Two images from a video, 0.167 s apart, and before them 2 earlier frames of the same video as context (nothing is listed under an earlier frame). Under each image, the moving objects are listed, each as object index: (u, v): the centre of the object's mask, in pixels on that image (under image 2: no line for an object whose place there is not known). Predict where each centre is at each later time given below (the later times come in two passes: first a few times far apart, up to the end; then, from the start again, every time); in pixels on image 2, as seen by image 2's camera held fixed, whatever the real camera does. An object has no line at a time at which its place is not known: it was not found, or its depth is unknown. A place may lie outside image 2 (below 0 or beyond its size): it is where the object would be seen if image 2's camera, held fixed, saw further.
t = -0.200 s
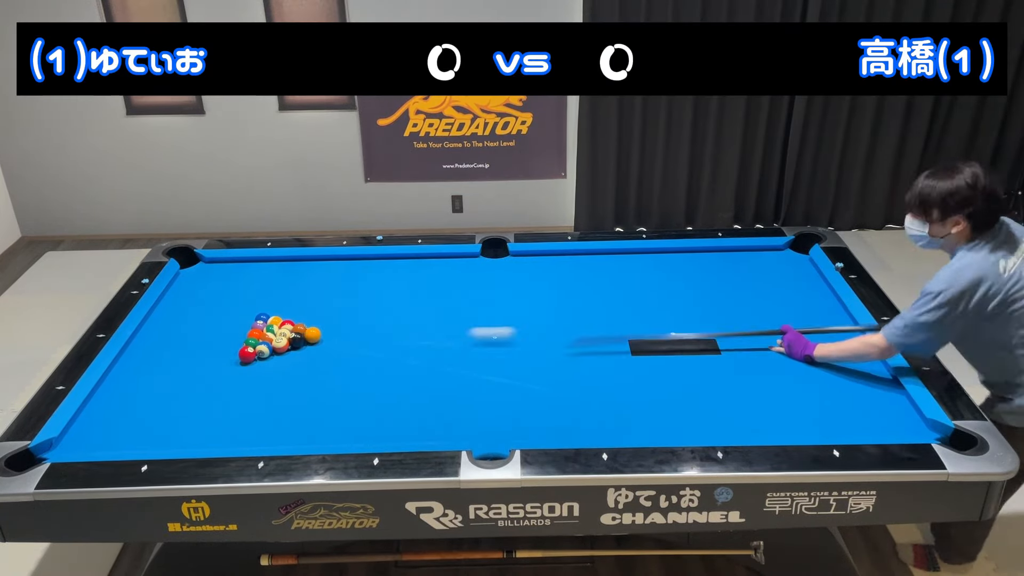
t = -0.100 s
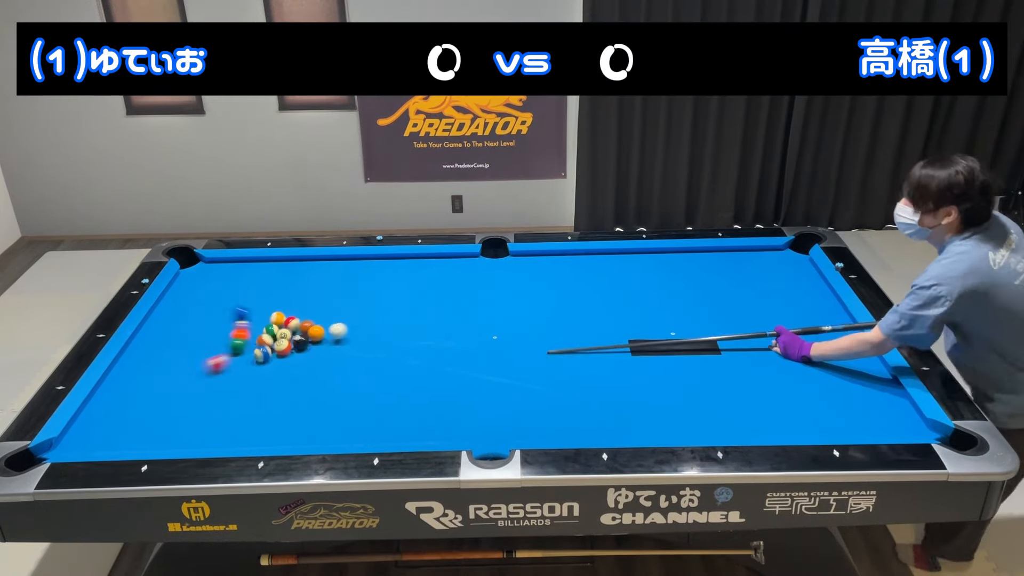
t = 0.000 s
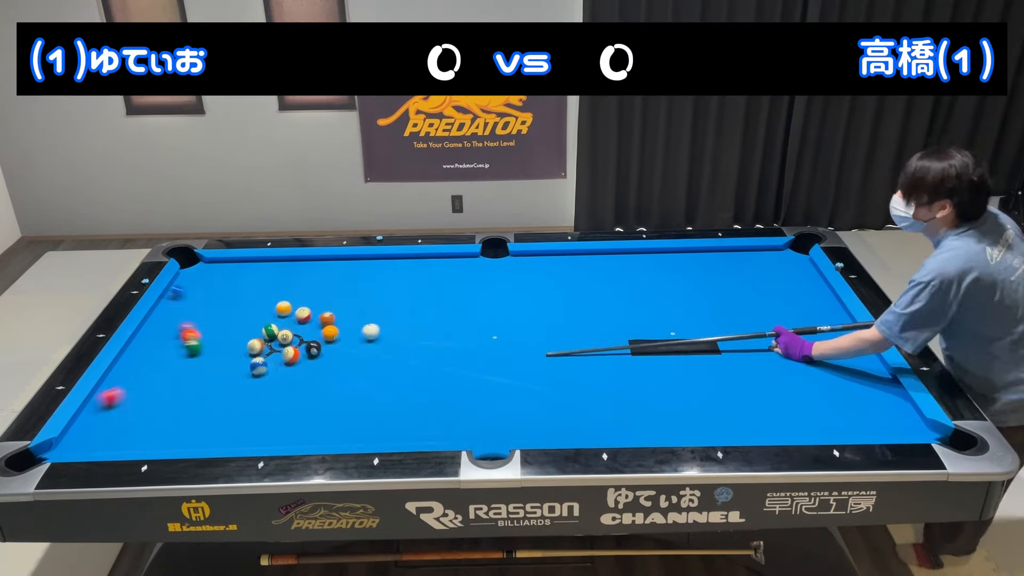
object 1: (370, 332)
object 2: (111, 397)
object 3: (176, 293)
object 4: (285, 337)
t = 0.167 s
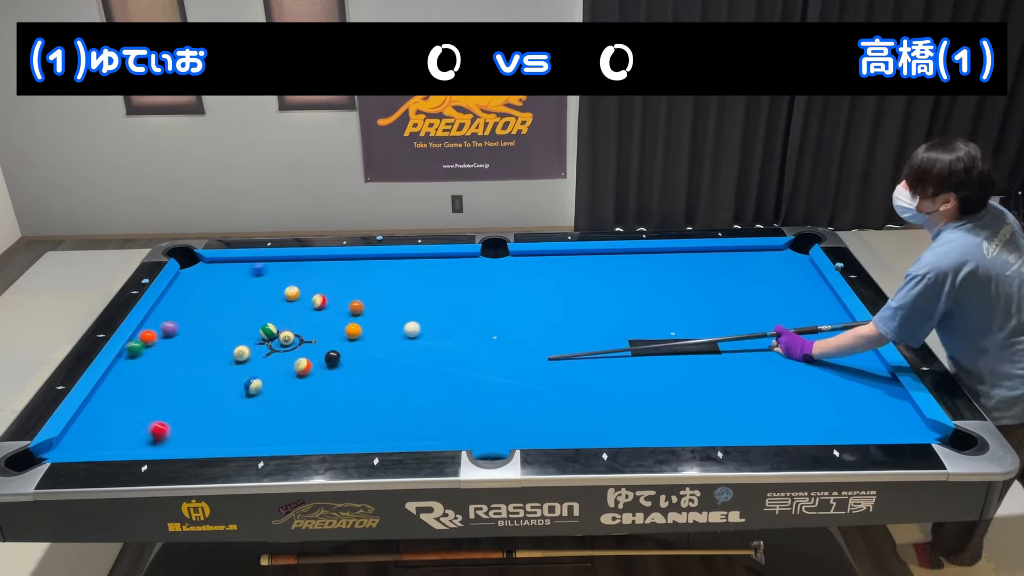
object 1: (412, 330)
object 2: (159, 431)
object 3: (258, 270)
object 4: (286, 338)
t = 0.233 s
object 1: (422, 329)
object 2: (189, 441)
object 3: (290, 261)
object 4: (287, 338)
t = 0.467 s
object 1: (455, 325)
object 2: (308, 416)
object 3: (372, 272)
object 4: (287, 338)
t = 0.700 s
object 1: (486, 321)
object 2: (414, 399)
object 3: (428, 274)
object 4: (298, 338)
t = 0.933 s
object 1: (516, 318)
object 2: (512, 400)
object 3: (469, 270)
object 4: (312, 339)
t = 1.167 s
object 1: (545, 315)
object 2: (609, 401)
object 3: (509, 266)
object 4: (325, 341)
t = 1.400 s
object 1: (572, 312)
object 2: (708, 403)
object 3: (547, 262)
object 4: (336, 342)
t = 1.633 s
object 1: (597, 309)
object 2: (807, 405)
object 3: (583, 259)
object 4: (349, 344)
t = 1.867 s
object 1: (621, 306)
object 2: (906, 406)
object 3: (619, 256)
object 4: (354, 348)
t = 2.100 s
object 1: (644, 304)
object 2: (837, 396)
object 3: (653, 253)
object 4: (360, 348)
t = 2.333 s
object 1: (666, 302)
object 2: (773, 386)
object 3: (691, 253)
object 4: (366, 346)
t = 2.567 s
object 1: (687, 299)
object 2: (714, 376)
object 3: (728, 253)
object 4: (372, 345)
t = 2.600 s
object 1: (690, 299)
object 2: (706, 374)
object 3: (733, 253)
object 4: (373, 345)
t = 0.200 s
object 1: (417, 329)
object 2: (174, 437)
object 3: (275, 267)
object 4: (286, 338)
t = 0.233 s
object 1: (422, 329)
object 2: (189, 441)
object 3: (290, 261)
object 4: (287, 338)
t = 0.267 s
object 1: (427, 328)
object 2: (206, 441)
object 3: (303, 262)
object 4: (287, 338)
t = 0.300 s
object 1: (431, 328)
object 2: (224, 437)
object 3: (315, 263)
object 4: (287, 338)
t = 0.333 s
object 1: (436, 327)
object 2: (242, 433)
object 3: (326, 265)
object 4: (287, 338)
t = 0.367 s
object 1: (441, 327)
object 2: (259, 428)
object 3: (337, 267)
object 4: (287, 338)
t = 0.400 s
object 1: (446, 326)
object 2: (275, 424)
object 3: (349, 269)
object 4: (287, 338)
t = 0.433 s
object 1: (450, 325)
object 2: (292, 420)
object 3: (360, 271)
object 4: (287, 338)
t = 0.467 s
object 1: (455, 325)
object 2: (308, 416)
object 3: (372, 272)
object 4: (287, 338)
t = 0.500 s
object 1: (459, 325)
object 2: (324, 412)
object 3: (384, 275)
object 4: (287, 338)
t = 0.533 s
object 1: (464, 324)
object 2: (340, 408)
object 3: (396, 276)
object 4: (288, 338)
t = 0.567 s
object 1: (468, 323)
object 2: (355, 404)
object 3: (406, 278)
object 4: (290, 338)
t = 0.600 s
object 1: (473, 323)
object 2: (371, 400)
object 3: (412, 277)
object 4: (292, 338)
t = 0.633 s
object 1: (477, 322)
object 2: (386, 396)
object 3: (417, 276)
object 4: (294, 338)
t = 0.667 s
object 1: (482, 322)
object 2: (399, 398)
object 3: (422, 274)
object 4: (296, 338)
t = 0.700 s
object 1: (486, 321)
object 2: (414, 399)
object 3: (428, 274)
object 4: (298, 338)
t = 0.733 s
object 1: (491, 321)
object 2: (428, 399)
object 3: (433, 273)
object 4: (300, 338)
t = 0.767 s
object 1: (495, 320)
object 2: (442, 399)
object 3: (439, 273)
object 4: (302, 338)
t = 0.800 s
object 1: (499, 320)
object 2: (455, 399)
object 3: (445, 272)
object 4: (304, 339)
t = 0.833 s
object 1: (503, 319)
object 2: (470, 399)
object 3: (451, 272)
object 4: (306, 339)
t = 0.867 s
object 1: (508, 319)
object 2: (484, 400)
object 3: (457, 271)
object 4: (308, 339)
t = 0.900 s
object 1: (512, 318)
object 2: (498, 400)
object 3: (463, 270)
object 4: (310, 339)
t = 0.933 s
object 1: (516, 318)
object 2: (512, 400)
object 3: (469, 270)
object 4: (312, 339)
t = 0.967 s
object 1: (520, 317)
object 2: (525, 400)
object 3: (474, 269)
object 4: (314, 340)
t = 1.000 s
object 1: (524, 317)
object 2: (540, 400)
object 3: (480, 269)
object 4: (316, 340)
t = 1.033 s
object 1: (528, 316)
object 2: (554, 400)
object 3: (486, 268)
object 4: (318, 340)
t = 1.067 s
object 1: (532, 316)
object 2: (568, 401)
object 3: (491, 268)
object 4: (319, 340)
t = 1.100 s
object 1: (537, 316)
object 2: (582, 401)
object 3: (497, 267)
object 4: (321, 340)
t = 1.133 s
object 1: (540, 315)
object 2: (596, 401)
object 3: (503, 267)
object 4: (323, 341)
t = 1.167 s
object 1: (545, 315)
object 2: (609, 401)
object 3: (509, 266)
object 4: (325, 341)
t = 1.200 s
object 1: (548, 314)
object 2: (624, 402)
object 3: (514, 266)
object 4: (326, 341)
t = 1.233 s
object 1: (552, 314)
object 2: (638, 401)
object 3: (519, 265)
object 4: (328, 341)
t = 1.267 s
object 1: (556, 313)
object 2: (651, 402)
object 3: (525, 264)
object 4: (329, 341)
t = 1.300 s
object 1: (560, 313)
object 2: (666, 402)
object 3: (530, 264)
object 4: (331, 341)
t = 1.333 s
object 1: (564, 312)
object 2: (680, 402)
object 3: (536, 263)
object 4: (333, 342)
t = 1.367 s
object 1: (568, 312)
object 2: (694, 403)
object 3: (541, 263)
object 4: (335, 342)
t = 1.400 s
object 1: (572, 312)
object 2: (708, 403)
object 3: (547, 262)
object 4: (336, 342)
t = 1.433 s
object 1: (575, 311)
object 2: (722, 403)
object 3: (552, 261)
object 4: (338, 342)
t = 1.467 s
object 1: (579, 311)
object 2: (736, 403)
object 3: (557, 261)
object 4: (340, 342)
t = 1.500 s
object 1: (583, 311)
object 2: (751, 404)
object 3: (563, 261)
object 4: (342, 343)
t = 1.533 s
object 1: (586, 310)
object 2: (764, 404)
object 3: (568, 260)
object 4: (344, 343)
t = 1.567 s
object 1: (590, 310)
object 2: (779, 404)
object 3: (573, 260)
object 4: (346, 343)
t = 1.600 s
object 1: (593, 309)
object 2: (793, 405)
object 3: (578, 259)
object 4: (348, 343)
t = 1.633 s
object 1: (597, 309)
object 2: (807, 405)
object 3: (583, 259)
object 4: (349, 344)
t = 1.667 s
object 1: (601, 309)
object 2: (821, 405)
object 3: (588, 258)
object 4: (350, 344)
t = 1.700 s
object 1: (604, 308)
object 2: (836, 405)
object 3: (594, 258)
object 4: (351, 344)
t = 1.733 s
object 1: (608, 308)
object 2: (849, 405)
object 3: (599, 257)
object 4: (352, 345)
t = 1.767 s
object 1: (611, 308)
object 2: (863, 405)
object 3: (603, 257)
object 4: (352, 347)
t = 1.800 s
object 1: (615, 307)
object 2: (878, 406)
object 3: (608, 256)
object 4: (352, 347)
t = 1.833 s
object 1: (618, 307)
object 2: (892, 407)
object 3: (614, 256)
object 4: (353, 348)
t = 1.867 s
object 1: (621, 306)
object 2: (906, 406)
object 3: (619, 256)
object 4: (354, 348)
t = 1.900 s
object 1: (625, 306)
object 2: (899, 405)
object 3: (623, 255)
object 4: (355, 348)
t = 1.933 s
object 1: (628, 306)
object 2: (887, 403)
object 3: (629, 254)
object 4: (356, 348)
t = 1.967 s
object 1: (631, 305)
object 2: (876, 402)
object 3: (633, 254)
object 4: (357, 348)
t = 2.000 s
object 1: (635, 305)
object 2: (865, 400)
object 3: (638, 254)
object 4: (358, 348)
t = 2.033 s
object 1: (638, 305)
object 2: (856, 399)
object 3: (643, 253)
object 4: (358, 348)
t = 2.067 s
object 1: (641, 304)
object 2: (846, 397)
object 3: (648, 253)
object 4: (359, 348)
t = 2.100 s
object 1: (644, 304)
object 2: (837, 396)
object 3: (653, 253)
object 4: (360, 348)
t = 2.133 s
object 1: (648, 304)
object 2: (827, 395)
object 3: (659, 253)
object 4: (360, 348)
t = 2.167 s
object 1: (651, 304)
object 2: (818, 393)
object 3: (665, 253)
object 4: (361, 347)
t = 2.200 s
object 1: (654, 303)
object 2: (809, 391)
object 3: (670, 253)
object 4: (362, 347)
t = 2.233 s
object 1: (657, 303)
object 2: (800, 389)
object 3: (675, 253)
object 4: (363, 347)
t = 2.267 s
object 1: (660, 303)
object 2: (791, 388)
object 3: (680, 253)
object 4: (364, 346)
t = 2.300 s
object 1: (663, 302)
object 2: (782, 387)
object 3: (686, 253)
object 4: (365, 346)
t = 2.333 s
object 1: (666, 302)
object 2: (773, 386)
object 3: (691, 253)
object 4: (366, 346)
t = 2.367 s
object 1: (669, 302)
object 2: (764, 384)
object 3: (696, 253)
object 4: (367, 346)
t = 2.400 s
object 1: (672, 301)
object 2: (756, 382)
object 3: (701, 253)
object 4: (367, 345)
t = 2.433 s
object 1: (675, 301)
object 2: (748, 381)
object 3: (707, 253)
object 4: (368, 345)
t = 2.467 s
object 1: (678, 301)
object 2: (739, 380)
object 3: (712, 253)
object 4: (369, 345)
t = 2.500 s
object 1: (681, 300)
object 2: (731, 379)
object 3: (717, 253)
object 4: (370, 345)
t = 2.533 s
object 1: (684, 300)
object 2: (723, 377)
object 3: (723, 253)
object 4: (371, 345)
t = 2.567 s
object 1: (687, 299)
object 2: (714, 376)
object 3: (728, 253)
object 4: (372, 345)
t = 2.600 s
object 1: (690, 299)
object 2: (706, 374)
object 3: (733, 253)
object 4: (373, 345)
